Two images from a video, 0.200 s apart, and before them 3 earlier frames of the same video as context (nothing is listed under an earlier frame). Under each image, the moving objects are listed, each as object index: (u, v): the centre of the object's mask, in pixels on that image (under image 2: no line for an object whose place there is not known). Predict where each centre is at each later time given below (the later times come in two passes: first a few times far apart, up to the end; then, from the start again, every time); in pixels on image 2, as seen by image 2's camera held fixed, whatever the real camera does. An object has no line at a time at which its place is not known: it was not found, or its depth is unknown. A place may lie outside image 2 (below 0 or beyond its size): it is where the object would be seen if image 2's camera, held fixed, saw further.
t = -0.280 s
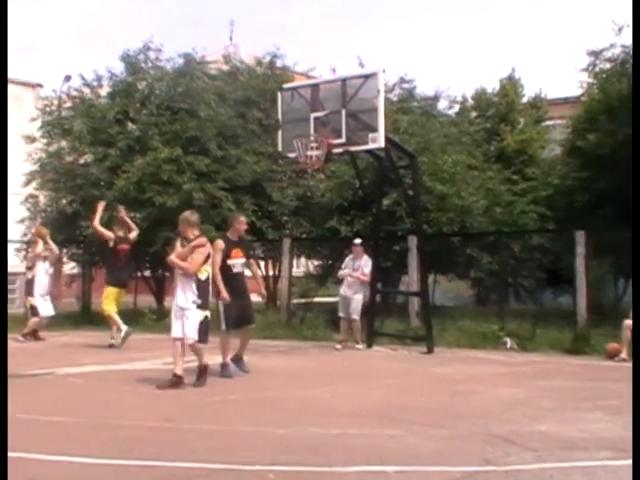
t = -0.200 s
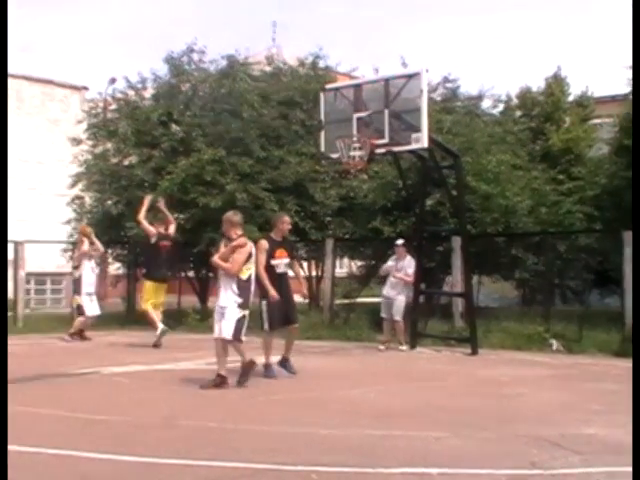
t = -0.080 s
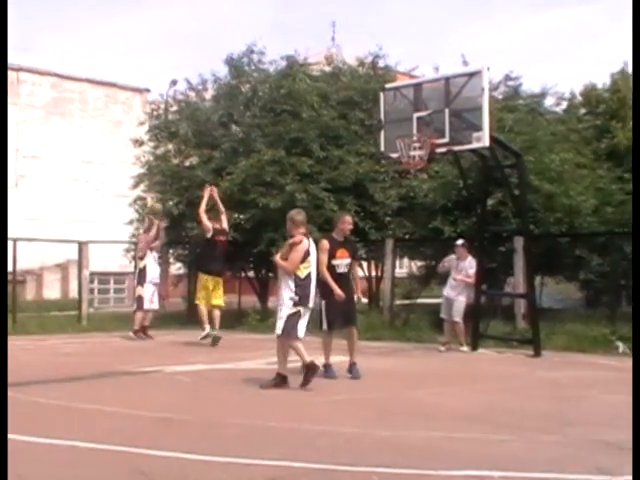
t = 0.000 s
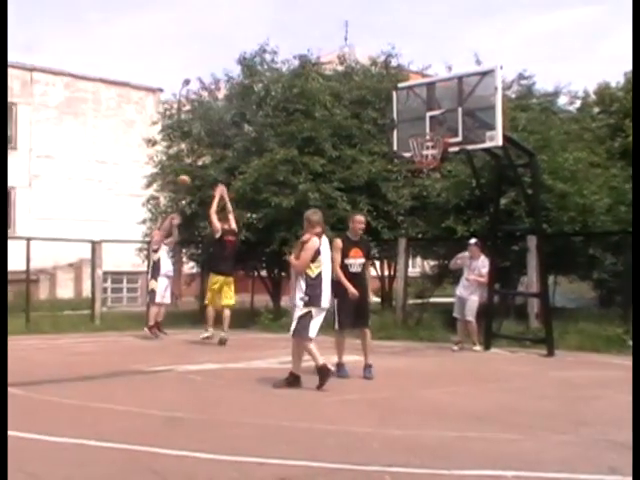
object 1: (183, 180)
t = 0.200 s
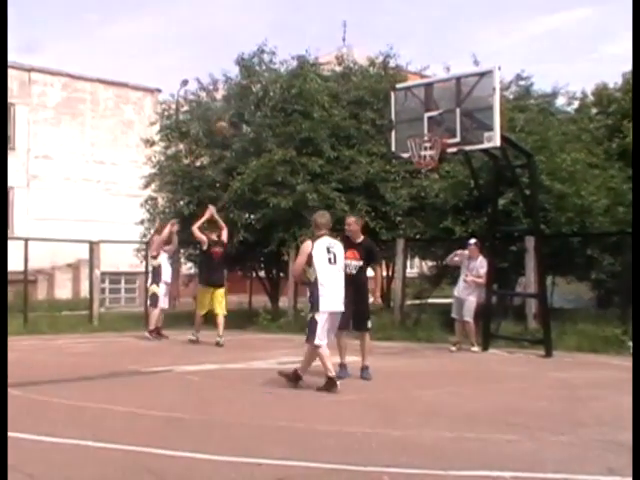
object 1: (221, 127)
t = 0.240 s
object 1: (230, 118)
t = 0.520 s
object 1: (293, 83)
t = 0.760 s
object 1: (355, 89)
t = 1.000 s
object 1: (423, 136)
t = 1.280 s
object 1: (471, 183)
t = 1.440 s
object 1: (494, 231)
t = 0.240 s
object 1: (230, 118)
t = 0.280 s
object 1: (238, 112)
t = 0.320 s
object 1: (247, 104)
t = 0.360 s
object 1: (254, 99)
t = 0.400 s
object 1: (265, 91)
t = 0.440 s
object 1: (273, 89)
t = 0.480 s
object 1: (284, 85)
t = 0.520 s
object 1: (293, 83)
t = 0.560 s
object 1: (303, 81)
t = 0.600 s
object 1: (313, 79)
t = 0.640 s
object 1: (321, 78)
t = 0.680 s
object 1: (333, 84)
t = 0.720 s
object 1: (343, 86)
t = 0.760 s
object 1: (355, 89)
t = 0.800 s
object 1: (366, 95)
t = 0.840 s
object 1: (376, 100)
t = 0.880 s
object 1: (388, 108)
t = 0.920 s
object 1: (400, 119)
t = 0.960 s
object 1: (412, 129)
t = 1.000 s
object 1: (423, 136)
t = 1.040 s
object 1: (438, 148)
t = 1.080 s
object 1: (443, 152)
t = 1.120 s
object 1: (450, 155)
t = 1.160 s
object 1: (455, 160)
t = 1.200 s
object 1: (460, 167)
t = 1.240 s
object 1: (466, 176)
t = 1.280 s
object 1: (471, 183)
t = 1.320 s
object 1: (476, 195)
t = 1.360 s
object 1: (483, 205)
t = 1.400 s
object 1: (488, 219)
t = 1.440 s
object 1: (494, 231)
